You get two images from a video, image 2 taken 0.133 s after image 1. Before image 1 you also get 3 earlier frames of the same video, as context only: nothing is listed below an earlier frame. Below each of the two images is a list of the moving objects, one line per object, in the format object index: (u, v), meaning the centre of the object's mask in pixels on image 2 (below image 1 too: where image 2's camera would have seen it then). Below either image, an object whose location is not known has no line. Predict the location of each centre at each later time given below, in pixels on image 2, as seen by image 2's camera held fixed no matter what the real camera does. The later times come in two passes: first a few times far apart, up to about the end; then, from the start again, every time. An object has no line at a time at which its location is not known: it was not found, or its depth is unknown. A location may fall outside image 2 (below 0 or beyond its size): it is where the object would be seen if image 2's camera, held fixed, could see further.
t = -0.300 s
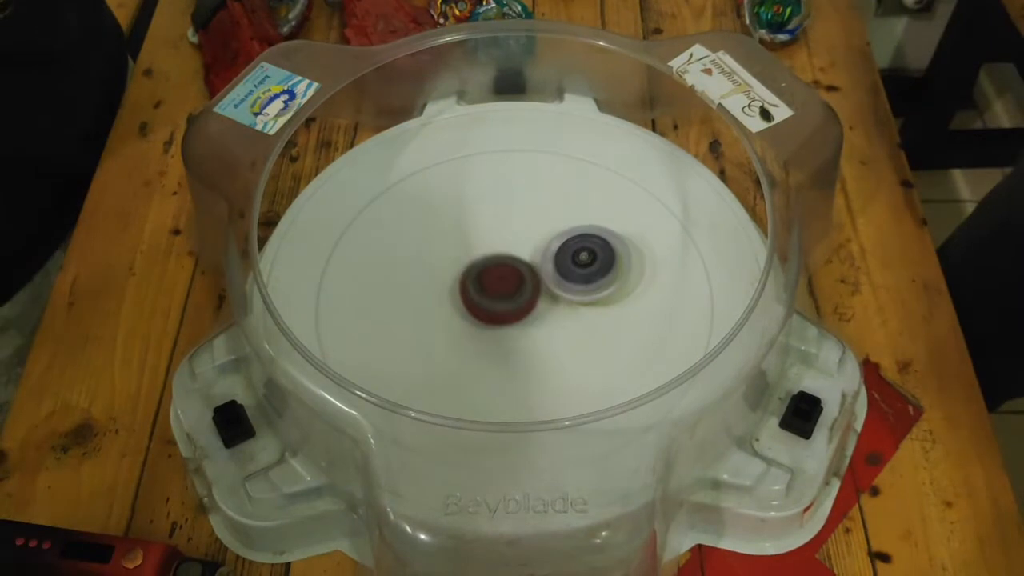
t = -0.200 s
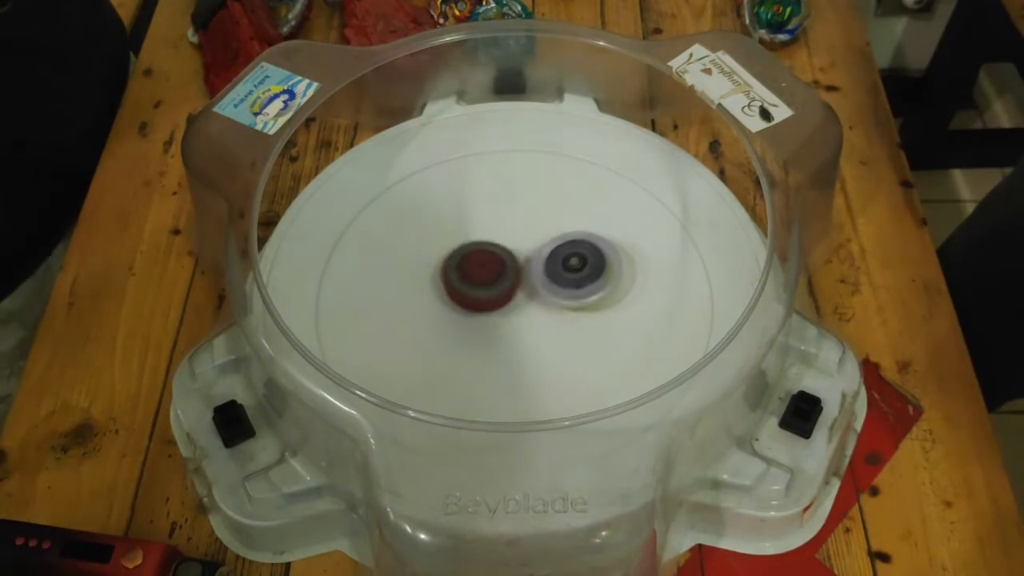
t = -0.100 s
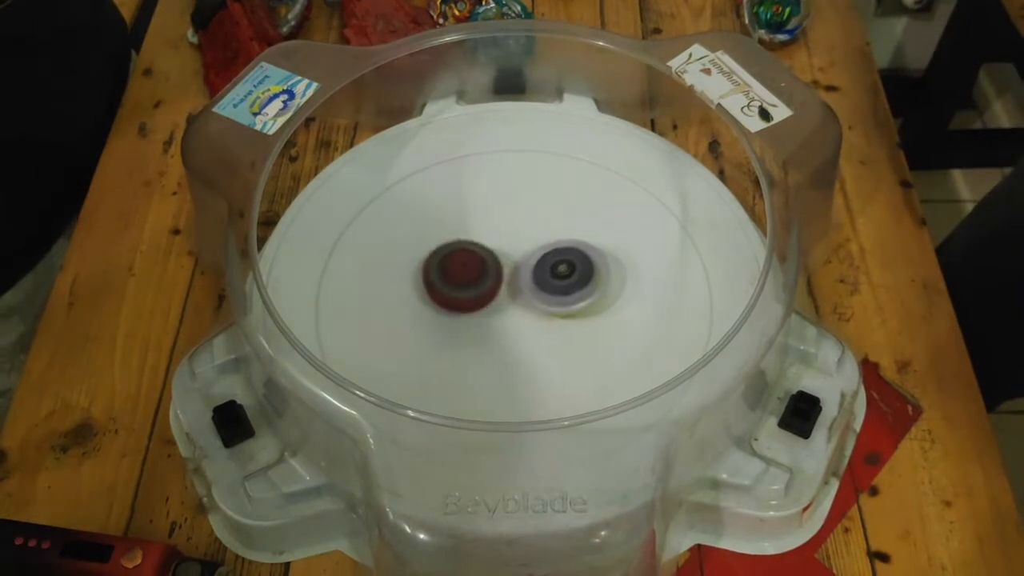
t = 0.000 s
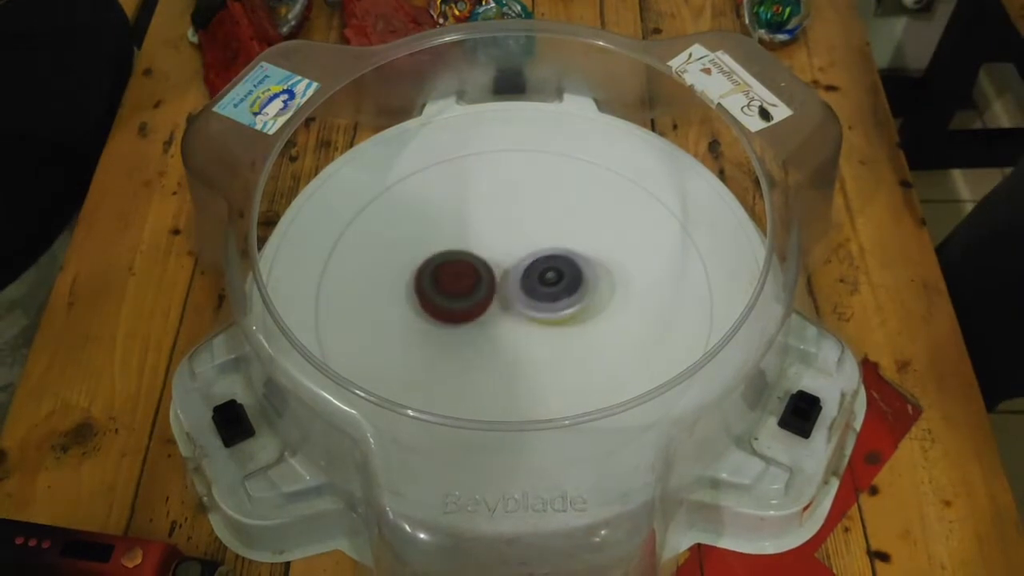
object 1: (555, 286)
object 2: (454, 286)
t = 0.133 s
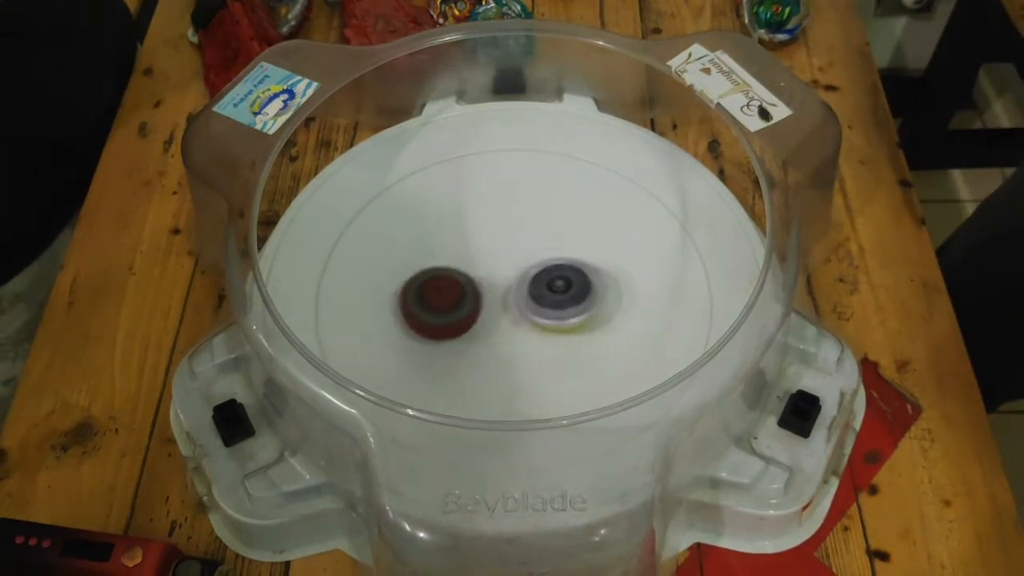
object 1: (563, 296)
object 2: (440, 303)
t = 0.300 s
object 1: (546, 300)
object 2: (442, 325)
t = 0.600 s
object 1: (565, 266)
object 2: (461, 328)
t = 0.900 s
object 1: (564, 242)
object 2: (463, 290)
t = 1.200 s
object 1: (557, 243)
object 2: (451, 297)
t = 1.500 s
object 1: (564, 266)
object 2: (483, 307)
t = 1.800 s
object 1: (568, 272)
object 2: (473, 358)
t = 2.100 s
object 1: (555, 258)
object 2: (496, 326)
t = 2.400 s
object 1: (546, 233)
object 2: (431, 324)
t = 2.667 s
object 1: (532, 232)
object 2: (469, 307)
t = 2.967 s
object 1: (534, 227)
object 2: (483, 315)
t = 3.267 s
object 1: (524, 229)
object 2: (520, 325)
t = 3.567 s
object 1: (502, 238)
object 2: (541, 316)
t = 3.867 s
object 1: (473, 246)
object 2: (529, 313)
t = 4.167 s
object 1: (451, 261)
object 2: (529, 320)
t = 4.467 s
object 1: (447, 270)
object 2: (534, 313)
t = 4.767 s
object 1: (453, 280)
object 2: (559, 297)
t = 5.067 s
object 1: (472, 292)
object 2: (562, 275)
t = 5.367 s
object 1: (472, 304)
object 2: (559, 276)
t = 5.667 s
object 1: (469, 317)
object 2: (558, 291)
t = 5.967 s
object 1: (456, 319)
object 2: (557, 297)
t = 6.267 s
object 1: (448, 306)
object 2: (546, 285)
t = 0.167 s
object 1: (564, 297)
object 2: (434, 307)
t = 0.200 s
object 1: (560, 298)
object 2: (431, 312)
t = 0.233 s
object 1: (554, 300)
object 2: (432, 317)
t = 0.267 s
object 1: (550, 300)
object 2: (436, 322)
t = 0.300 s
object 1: (546, 300)
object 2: (442, 325)
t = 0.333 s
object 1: (543, 300)
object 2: (450, 327)
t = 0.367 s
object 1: (546, 297)
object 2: (452, 329)
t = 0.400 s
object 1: (548, 294)
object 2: (453, 331)
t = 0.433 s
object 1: (549, 292)
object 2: (458, 331)
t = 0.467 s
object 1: (548, 290)
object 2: (464, 330)
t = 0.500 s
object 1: (548, 286)
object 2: (466, 329)
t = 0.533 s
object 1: (558, 277)
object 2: (462, 330)
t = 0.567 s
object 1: (563, 270)
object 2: (460, 329)
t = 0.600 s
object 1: (565, 266)
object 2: (461, 328)
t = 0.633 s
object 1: (565, 263)
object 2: (462, 326)
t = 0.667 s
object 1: (562, 260)
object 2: (464, 322)
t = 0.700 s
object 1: (560, 257)
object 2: (467, 319)
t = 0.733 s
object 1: (559, 255)
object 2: (470, 314)
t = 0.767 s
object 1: (555, 254)
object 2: (473, 309)
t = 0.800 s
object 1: (553, 253)
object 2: (476, 303)
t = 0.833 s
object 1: (552, 251)
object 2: (477, 296)
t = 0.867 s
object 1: (558, 247)
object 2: (470, 293)
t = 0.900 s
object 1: (564, 242)
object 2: (463, 290)
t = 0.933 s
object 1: (566, 239)
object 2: (456, 288)
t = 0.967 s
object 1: (564, 237)
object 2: (451, 287)
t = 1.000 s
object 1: (564, 237)
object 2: (446, 287)
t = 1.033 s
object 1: (563, 237)
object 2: (443, 287)
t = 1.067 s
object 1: (563, 238)
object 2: (442, 289)
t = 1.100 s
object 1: (562, 238)
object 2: (441, 291)
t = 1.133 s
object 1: (561, 239)
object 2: (443, 293)
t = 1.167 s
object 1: (560, 241)
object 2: (446, 295)
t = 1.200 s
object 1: (557, 243)
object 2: (451, 297)
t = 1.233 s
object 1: (556, 245)
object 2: (458, 298)
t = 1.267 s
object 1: (555, 248)
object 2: (466, 298)
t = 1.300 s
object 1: (556, 252)
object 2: (476, 297)
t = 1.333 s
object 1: (559, 254)
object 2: (483, 297)
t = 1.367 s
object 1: (564, 254)
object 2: (482, 299)
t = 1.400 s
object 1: (567, 256)
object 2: (481, 301)
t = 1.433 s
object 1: (567, 259)
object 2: (480, 303)
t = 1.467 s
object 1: (566, 262)
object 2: (481, 305)
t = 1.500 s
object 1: (564, 266)
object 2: (483, 307)
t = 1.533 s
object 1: (566, 267)
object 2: (481, 311)
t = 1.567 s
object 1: (579, 264)
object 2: (471, 318)
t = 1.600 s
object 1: (586, 262)
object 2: (463, 324)
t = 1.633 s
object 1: (588, 263)
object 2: (458, 332)
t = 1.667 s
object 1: (587, 264)
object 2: (455, 339)
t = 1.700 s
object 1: (584, 266)
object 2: (455, 346)
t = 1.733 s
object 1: (580, 268)
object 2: (458, 352)
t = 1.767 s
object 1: (572, 270)
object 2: (464, 356)
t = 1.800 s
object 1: (568, 272)
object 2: (473, 358)
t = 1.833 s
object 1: (565, 275)
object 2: (482, 357)
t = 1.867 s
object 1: (558, 277)
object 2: (492, 353)
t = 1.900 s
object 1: (558, 279)
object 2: (502, 347)
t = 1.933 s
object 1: (555, 276)
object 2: (505, 344)
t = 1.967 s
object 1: (560, 267)
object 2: (503, 342)
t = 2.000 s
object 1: (562, 263)
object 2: (501, 339)
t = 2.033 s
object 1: (560, 260)
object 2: (500, 336)
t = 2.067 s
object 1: (558, 259)
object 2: (498, 331)
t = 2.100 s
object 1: (555, 258)
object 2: (496, 326)
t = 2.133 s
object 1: (550, 258)
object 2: (493, 320)
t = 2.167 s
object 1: (547, 257)
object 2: (488, 314)
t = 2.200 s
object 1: (548, 252)
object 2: (475, 314)
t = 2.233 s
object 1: (550, 246)
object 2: (462, 316)
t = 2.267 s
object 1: (550, 243)
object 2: (453, 316)
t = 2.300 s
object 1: (549, 240)
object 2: (445, 319)
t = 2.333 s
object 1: (548, 238)
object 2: (439, 320)
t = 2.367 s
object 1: (547, 235)
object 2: (434, 322)
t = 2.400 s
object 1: (546, 233)
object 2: (431, 324)
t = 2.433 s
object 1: (546, 231)
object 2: (432, 325)
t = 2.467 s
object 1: (543, 230)
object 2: (435, 325)
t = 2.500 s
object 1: (544, 229)
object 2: (439, 325)
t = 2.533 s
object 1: (540, 229)
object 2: (445, 323)
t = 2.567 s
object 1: (538, 228)
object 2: (450, 320)
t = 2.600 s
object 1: (536, 229)
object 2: (456, 317)
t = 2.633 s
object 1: (534, 230)
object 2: (463, 313)
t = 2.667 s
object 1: (532, 232)
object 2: (469, 307)
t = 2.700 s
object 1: (530, 234)
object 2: (476, 300)
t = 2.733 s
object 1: (529, 234)
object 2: (478, 297)
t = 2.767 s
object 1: (535, 226)
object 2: (475, 301)
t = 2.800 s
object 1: (540, 221)
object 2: (472, 304)
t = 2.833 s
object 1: (540, 221)
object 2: (472, 308)
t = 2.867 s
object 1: (538, 222)
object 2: (472, 311)
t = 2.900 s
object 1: (537, 223)
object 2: (474, 313)
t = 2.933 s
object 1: (535, 225)
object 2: (478, 314)
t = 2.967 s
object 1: (534, 227)
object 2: (483, 315)
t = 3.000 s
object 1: (532, 230)
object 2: (488, 315)
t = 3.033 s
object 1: (531, 232)
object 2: (493, 314)
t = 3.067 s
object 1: (529, 236)
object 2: (498, 312)
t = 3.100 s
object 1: (527, 238)
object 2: (503, 308)
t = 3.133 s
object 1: (526, 234)
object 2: (505, 313)
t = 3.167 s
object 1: (528, 228)
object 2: (507, 318)
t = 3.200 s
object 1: (528, 228)
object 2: (511, 322)
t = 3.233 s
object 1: (526, 229)
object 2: (515, 324)
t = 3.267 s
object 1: (524, 229)
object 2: (520, 325)
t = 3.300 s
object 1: (521, 231)
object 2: (524, 325)
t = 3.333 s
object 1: (518, 234)
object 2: (527, 324)
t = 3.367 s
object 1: (517, 236)
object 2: (531, 321)
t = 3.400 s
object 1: (515, 239)
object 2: (534, 318)
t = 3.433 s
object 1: (513, 242)
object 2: (536, 314)
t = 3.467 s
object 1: (511, 243)
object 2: (536, 310)
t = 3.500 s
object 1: (507, 240)
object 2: (538, 312)
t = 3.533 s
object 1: (505, 238)
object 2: (539, 314)
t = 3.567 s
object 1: (502, 238)
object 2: (541, 316)
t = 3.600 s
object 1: (498, 240)
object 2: (542, 316)
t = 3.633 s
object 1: (495, 241)
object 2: (543, 315)
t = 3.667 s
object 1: (493, 243)
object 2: (543, 313)
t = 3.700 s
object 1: (490, 244)
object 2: (542, 311)
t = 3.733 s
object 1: (486, 246)
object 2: (539, 309)
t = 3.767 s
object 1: (478, 248)
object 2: (535, 307)
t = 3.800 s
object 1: (475, 250)
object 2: (532, 306)
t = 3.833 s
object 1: (476, 248)
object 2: (530, 309)
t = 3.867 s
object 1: (473, 246)
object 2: (529, 313)
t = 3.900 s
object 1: (469, 246)
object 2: (529, 317)
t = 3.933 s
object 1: (460, 245)
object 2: (529, 319)
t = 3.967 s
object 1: (465, 248)
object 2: (529, 321)
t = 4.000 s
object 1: (463, 250)
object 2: (529, 323)
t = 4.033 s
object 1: (461, 252)
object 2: (529, 324)
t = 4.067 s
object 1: (460, 254)
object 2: (529, 324)
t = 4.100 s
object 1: (460, 257)
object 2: (529, 324)
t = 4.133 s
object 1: (452, 259)
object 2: (529, 322)
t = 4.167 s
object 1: (451, 261)
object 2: (529, 320)
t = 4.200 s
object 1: (451, 264)
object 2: (527, 317)
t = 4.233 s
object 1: (452, 267)
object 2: (525, 314)
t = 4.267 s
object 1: (451, 267)
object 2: (523, 312)
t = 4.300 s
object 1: (450, 267)
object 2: (524, 312)
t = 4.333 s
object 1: (449, 267)
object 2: (523, 311)
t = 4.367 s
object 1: (448, 269)
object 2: (524, 311)
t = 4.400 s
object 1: (448, 271)
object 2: (525, 310)
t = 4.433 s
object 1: (447, 271)
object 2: (527, 311)
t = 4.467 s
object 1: (447, 270)
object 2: (534, 313)
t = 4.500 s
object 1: (447, 271)
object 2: (538, 312)
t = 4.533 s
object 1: (449, 272)
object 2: (542, 312)
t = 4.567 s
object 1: (450, 274)
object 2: (545, 310)
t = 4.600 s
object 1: (451, 275)
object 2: (547, 309)
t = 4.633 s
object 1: (454, 277)
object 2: (549, 306)
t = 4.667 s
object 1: (456, 279)
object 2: (549, 303)
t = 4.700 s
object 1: (459, 281)
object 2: (548, 300)
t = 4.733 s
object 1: (457, 281)
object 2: (552, 298)
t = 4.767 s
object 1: (453, 280)
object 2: (559, 297)
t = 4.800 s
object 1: (457, 279)
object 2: (565, 295)
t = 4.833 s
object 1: (457, 280)
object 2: (569, 293)
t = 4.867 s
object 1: (459, 281)
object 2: (572, 289)
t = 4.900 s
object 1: (462, 284)
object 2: (572, 286)
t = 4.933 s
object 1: (467, 286)
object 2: (570, 283)
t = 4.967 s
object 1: (466, 287)
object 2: (567, 281)
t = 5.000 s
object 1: (473, 290)
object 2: (562, 279)
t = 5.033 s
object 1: (472, 291)
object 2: (561, 277)
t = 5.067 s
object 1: (472, 292)
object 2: (562, 275)
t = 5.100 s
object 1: (474, 293)
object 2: (562, 273)
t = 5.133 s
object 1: (472, 294)
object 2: (560, 272)
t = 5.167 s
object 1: (471, 295)
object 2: (561, 271)
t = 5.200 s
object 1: (468, 296)
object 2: (562, 270)
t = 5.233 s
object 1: (468, 297)
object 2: (562, 270)
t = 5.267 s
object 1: (469, 299)
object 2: (561, 271)
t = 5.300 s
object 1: (470, 301)
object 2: (561, 273)
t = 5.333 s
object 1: (472, 303)
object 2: (559, 274)
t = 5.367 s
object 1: (472, 304)
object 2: (559, 276)
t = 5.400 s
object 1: (470, 305)
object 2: (560, 277)
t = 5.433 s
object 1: (470, 307)
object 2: (561, 279)
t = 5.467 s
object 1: (469, 309)
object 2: (561, 280)
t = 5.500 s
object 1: (469, 311)
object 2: (560, 282)
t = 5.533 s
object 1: (470, 313)
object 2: (559, 283)
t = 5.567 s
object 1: (469, 314)
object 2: (557, 286)
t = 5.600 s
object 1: (468, 315)
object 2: (558, 288)
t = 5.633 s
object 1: (468, 316)
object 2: (558, 290)
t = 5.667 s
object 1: (469, 317)
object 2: (558, 291)
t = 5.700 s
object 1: (467, 317)
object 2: (559, 293)
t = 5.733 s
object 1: (463, 318)
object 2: (561, 294)
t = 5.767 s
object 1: (461, 319)
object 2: (562, 295)
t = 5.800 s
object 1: (459, 319)
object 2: (563, 295)
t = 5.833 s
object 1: (458, 319)
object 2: (564, 296)
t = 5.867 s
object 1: (457, 320)
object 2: (564, 297)
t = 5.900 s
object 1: (456, 319)
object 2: (562, 297)
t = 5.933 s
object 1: (456, 319)
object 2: (561, 297)
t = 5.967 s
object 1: (456, 319)
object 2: (557, 297)
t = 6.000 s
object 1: (457, 317)
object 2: (553, 297)
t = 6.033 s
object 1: (457, 316)
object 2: (548, 297)
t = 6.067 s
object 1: (449, 315)
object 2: (552, 295)
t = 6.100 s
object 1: (445, 313)
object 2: (554, 293)
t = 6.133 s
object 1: (443, 312)
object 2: (555, 291)
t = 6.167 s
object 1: (443, 311)
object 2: (554, 290)
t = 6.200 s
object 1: (444, 309)
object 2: (552, 288)
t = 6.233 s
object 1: (446, 308)
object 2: (550, 286)
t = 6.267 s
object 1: (448, 306)
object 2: (546, 285)
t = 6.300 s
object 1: (449, 305)
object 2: (541, 284)
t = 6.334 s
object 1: (450, 303)
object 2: (538, 285)
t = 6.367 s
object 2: (541, 284)
